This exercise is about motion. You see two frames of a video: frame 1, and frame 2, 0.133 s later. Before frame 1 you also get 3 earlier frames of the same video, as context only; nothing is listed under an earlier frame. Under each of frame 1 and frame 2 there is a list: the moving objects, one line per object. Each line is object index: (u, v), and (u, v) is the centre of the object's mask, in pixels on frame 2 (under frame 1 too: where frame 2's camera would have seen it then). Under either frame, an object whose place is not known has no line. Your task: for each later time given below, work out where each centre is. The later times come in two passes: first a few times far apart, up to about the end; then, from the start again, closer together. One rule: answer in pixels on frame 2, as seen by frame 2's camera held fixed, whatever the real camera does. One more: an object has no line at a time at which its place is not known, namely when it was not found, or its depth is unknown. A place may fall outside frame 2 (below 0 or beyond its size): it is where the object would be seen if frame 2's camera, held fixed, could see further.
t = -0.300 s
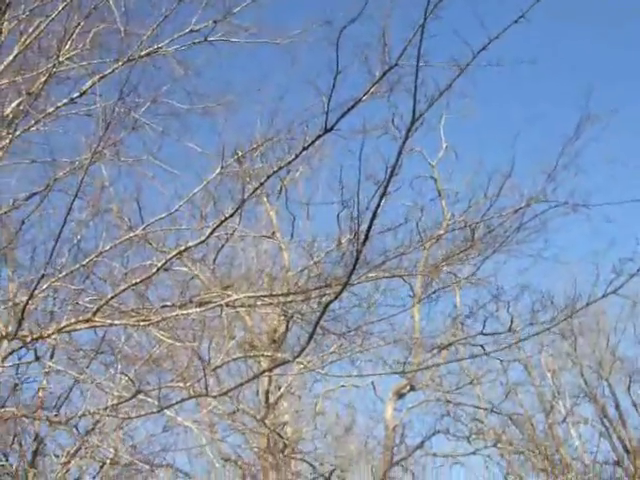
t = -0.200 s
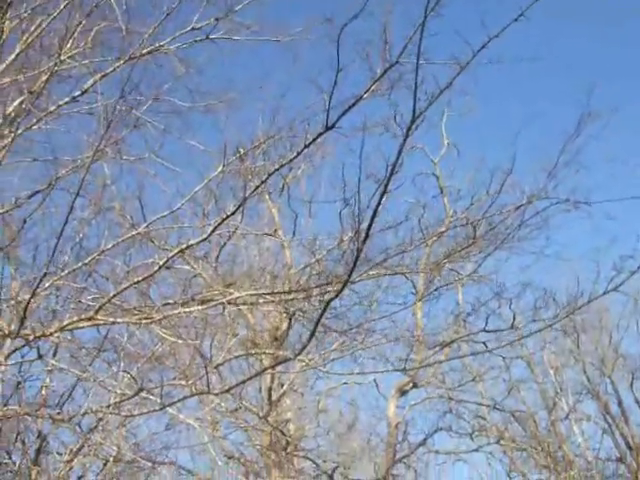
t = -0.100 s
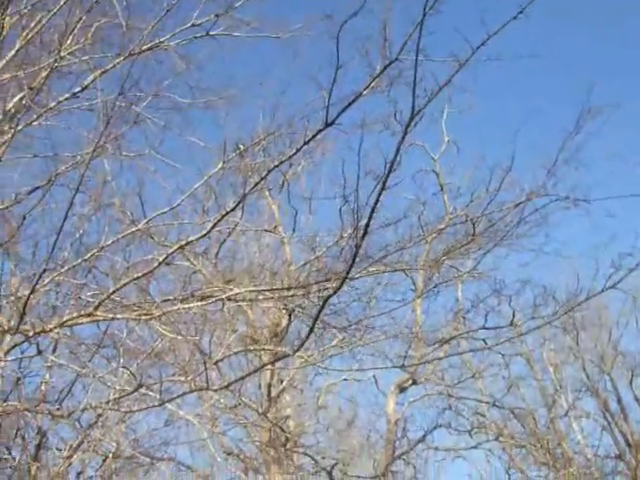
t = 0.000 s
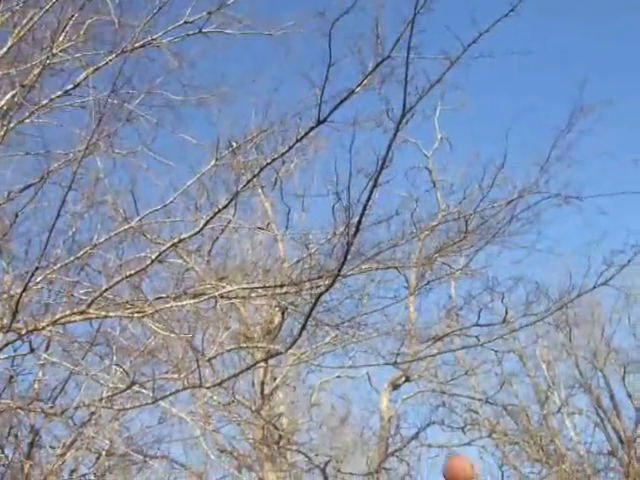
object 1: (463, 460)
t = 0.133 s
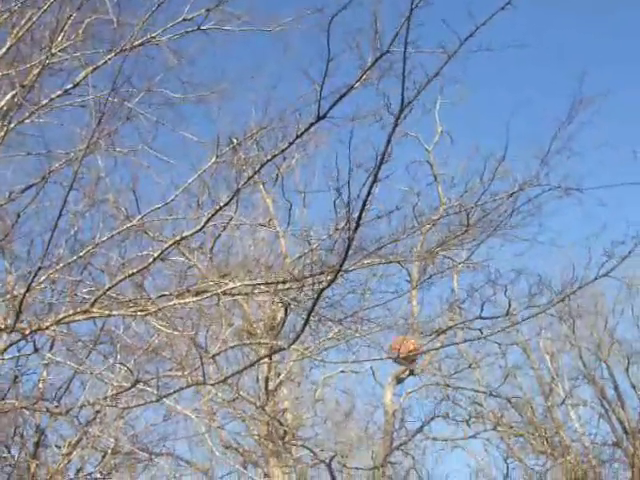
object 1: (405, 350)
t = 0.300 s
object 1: (344, 247)
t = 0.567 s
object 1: (265, 149)
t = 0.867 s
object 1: (211, 121)
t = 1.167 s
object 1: (163, 162)
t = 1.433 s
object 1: (105, 293)
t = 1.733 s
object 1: (138, 399)
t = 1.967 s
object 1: (237, 519)
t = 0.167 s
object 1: (391, 327)
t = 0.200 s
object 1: (378, 306)
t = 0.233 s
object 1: (367, 286)
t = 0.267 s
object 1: (356, 267)
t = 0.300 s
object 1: (344, 247)
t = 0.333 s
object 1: (334, 232)
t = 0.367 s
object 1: (322, 218)
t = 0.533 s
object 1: (276, 160)
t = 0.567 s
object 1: (265, 149)
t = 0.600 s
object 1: (256, 142)
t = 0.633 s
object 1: (248, 136)
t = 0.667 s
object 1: (241, 132)
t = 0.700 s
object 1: (236, 128)
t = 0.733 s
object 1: (229, 125)
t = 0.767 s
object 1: (225, 123)
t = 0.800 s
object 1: (221, 122)
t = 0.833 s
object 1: (216, 121)
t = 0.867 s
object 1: (211, 121)
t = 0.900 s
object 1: (206, 122)
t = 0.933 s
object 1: (202, 124)
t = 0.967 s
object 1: (196, 127)
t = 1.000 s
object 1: (191, 130)
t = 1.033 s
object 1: (186, 134)
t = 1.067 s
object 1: (181, 139)
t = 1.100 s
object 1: (174, 146)
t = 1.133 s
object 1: (168, 153)
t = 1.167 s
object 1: (163, 162)
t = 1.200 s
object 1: (156, 172)
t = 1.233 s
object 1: (150, 183)
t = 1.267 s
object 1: (143, 197)
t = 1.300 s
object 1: (137, 212)
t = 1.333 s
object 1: (130, 229)
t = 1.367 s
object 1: (122, 249)
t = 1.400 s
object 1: (112, 269)
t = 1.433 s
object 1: (105, 293)
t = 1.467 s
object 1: (95, 325)
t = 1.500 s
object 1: (84, 353)
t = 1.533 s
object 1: (82, 372)
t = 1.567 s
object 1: (88, 376)
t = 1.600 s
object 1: (97, 378)
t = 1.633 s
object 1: (107, 381)
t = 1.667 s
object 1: (118, 385)
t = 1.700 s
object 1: (128, 389)
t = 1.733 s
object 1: (138, 399)
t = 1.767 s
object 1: (150, 410)
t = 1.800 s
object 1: (165, 426)
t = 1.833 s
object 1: (176, 441)
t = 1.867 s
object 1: (190, 460)
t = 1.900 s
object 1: (205, 482)
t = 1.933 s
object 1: (221, 505)
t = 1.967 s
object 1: (237, 519)
